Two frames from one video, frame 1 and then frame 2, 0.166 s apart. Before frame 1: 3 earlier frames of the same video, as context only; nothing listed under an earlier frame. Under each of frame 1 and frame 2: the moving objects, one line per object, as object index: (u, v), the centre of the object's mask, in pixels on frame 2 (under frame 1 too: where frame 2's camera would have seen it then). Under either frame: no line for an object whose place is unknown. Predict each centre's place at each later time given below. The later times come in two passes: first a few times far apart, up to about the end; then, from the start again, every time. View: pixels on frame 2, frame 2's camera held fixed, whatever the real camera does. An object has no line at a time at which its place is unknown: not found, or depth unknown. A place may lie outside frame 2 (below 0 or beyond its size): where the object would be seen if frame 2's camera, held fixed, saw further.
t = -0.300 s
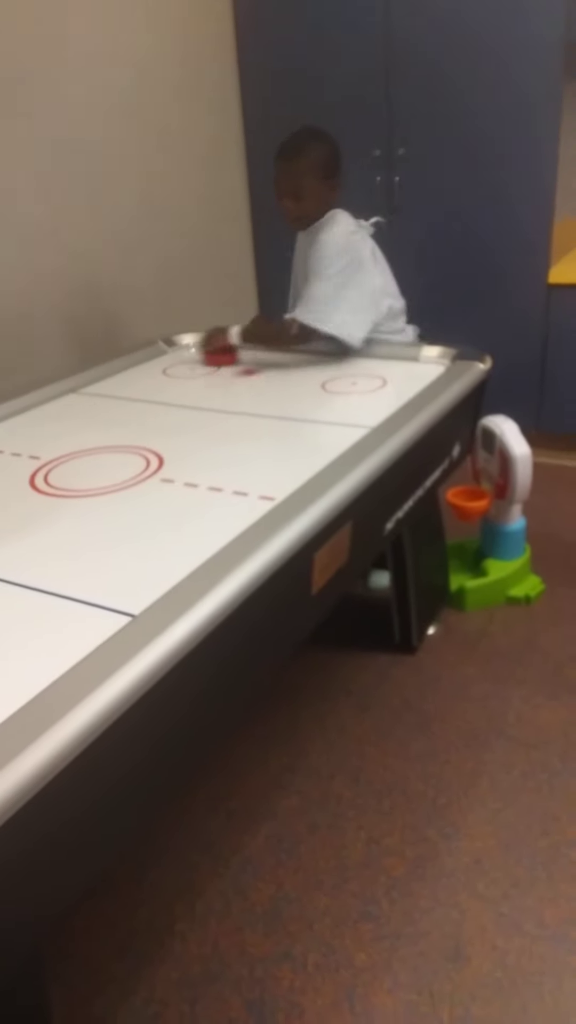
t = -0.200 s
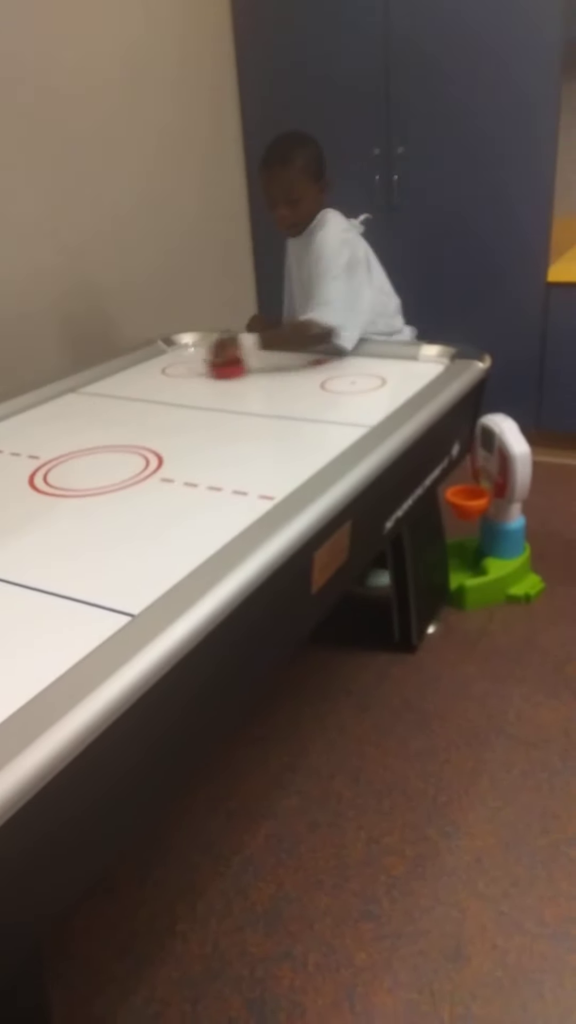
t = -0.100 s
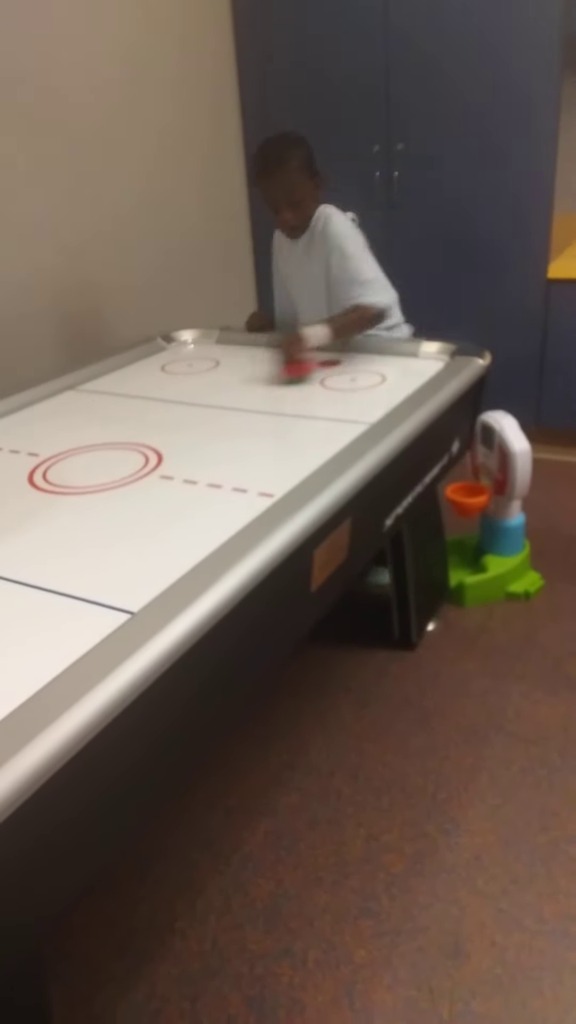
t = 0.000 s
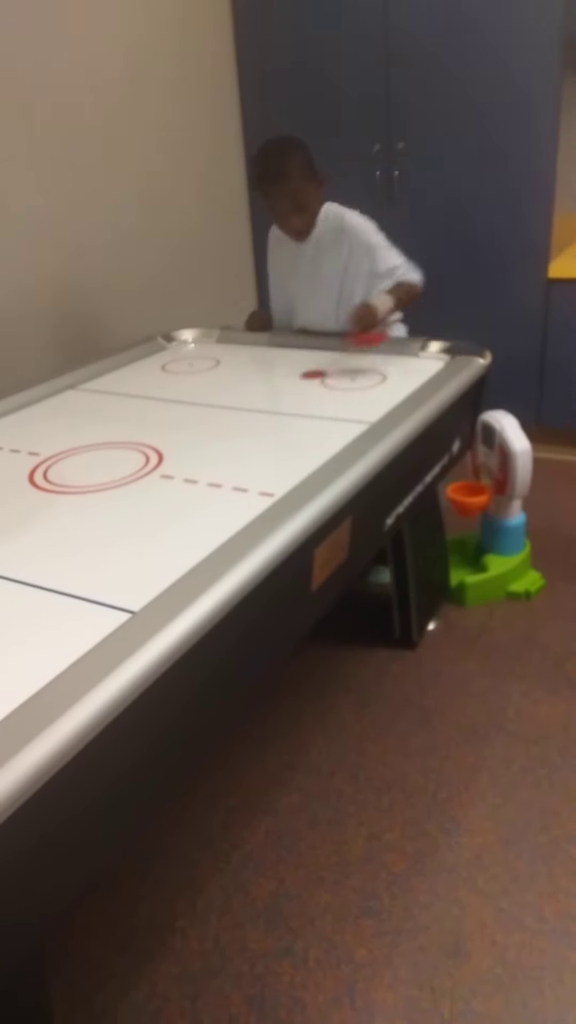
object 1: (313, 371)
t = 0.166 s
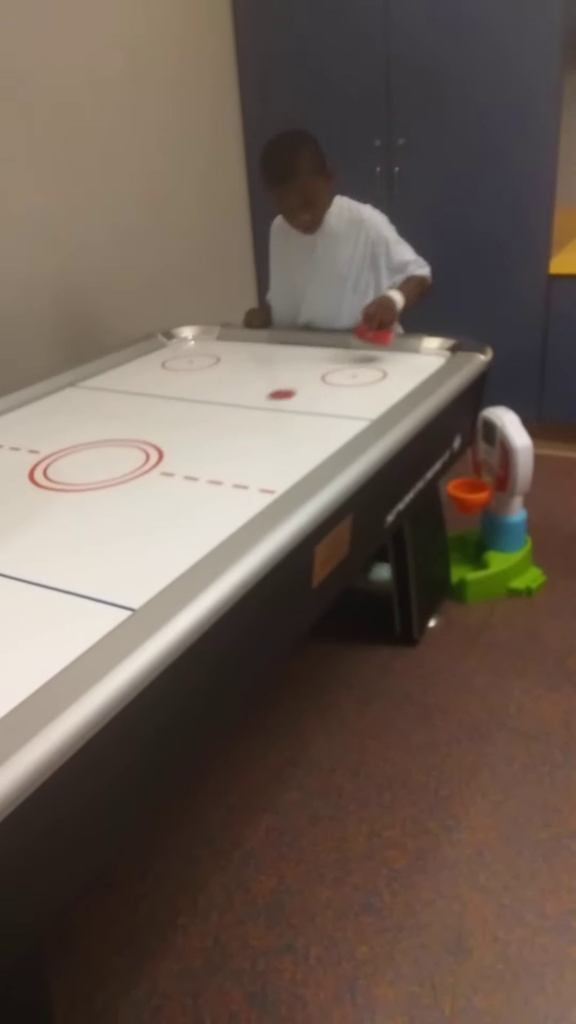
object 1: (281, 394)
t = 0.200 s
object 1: (274, 399)
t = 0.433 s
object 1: (214, 438)
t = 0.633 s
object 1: (149, 478)
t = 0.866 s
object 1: (43, 533)
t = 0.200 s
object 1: (274, 399)
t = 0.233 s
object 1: (266, 404)
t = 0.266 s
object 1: (258, 410)
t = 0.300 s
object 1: (250, 415)
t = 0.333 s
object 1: (241, 421)
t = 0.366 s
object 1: (233, 426)
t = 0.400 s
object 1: (224, 432)
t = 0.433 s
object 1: (214, 438)
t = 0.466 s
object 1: (205, 444)
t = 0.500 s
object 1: (194, 451)
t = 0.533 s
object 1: (183, 457)
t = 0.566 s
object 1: (173, 463)
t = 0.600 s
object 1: (160, 471)
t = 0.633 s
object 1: (149, 478)
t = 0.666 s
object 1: (135, 486)
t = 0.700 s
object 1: (121, 493)
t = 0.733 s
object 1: (107, 501)
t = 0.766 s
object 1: (93, 508)
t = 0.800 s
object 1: (77, 516)
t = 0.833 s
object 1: (60, 524)
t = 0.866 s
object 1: (43, 533)
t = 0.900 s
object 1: (28, 544)
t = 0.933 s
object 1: (19, 552)
